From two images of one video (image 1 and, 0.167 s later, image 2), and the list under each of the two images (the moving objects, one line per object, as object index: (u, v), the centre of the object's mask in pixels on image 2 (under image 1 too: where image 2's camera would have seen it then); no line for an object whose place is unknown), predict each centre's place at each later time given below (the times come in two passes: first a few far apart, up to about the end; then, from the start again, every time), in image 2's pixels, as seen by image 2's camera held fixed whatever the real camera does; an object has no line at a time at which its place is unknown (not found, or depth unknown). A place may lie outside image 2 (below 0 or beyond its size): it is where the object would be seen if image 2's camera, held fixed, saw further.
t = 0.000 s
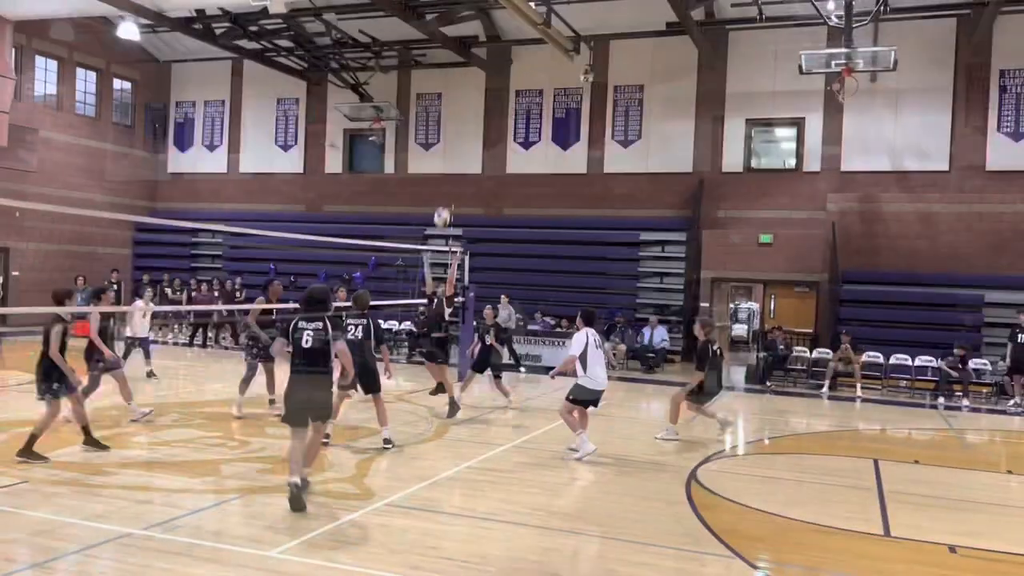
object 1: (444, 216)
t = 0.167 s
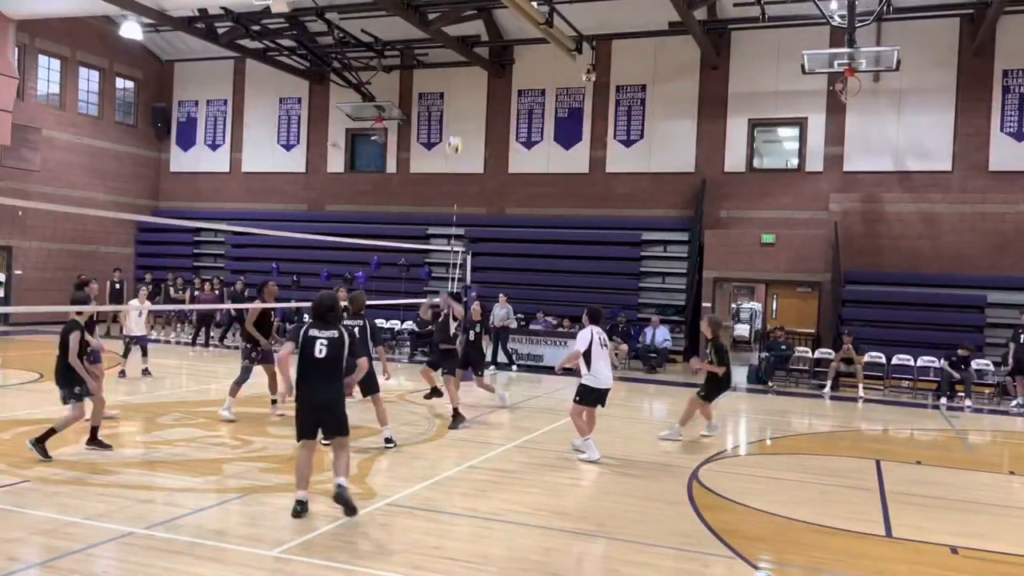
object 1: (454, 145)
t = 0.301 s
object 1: (462, 103)
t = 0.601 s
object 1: (480, 60)
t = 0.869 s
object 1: (493, 77)
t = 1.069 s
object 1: (501, 123)
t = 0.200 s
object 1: (456, 133)
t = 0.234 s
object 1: (458, 123)
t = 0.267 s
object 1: (461, 112)
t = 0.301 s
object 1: (462, 103)
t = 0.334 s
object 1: (464, 95)
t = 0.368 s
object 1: (466, 88)
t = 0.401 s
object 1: (468, 81)
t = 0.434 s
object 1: (470, 75)
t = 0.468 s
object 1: (472, 71)
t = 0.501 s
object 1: (474, 67)
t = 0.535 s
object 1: (476, 63)
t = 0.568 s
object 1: (478, 61)
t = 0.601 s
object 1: (480, 60)
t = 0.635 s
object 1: (481, 59)
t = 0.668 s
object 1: (483, 59)
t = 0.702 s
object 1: (485, 60)
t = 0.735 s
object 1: (486, 62)
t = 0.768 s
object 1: (488, 65)
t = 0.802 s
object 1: (490, 68)
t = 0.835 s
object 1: (491, 72)
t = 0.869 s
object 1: (493, 77)
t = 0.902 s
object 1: (495, 83)
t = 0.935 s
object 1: (496, 90)
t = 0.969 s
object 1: (497, 96)
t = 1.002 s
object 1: (499, 105)
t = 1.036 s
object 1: (500, 114)
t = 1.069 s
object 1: (501, 123)
